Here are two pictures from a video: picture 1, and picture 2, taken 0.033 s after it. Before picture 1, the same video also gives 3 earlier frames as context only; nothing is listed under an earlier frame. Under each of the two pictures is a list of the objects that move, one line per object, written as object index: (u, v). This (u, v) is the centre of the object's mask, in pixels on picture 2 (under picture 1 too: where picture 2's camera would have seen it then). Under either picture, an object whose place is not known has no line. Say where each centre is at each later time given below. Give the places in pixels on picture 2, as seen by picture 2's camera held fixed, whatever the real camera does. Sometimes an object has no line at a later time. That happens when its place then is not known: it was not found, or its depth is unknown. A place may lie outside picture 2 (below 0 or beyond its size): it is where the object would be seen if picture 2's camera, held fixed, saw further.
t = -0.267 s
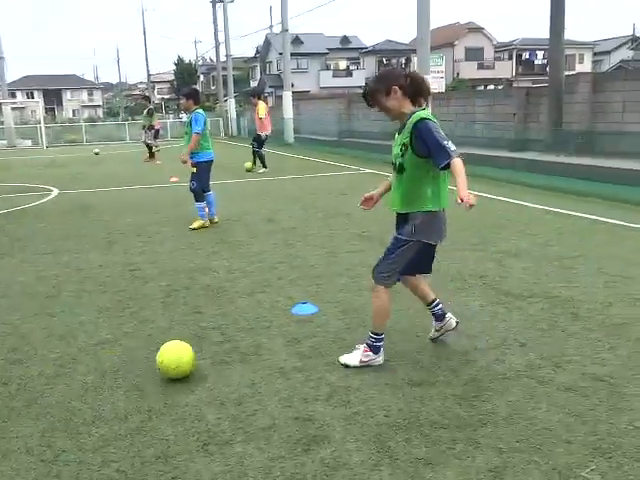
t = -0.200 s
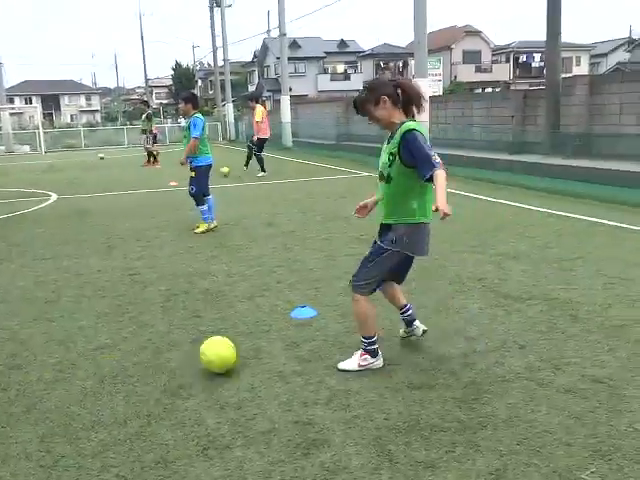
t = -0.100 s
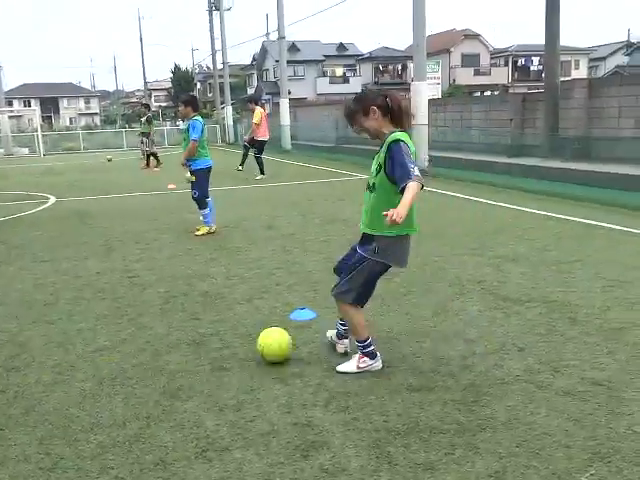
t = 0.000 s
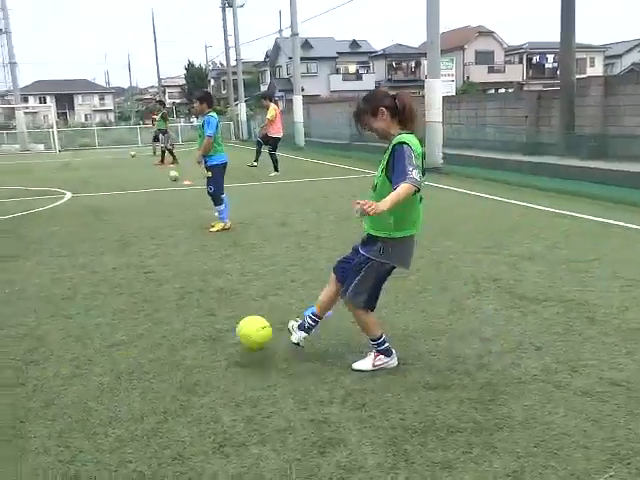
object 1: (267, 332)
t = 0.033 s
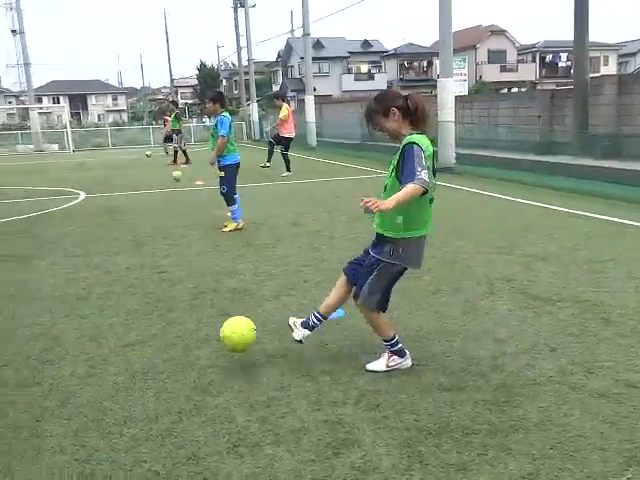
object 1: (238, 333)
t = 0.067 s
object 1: (208, 336)
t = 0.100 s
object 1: (178, 340)
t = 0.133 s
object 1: (147, 346)
